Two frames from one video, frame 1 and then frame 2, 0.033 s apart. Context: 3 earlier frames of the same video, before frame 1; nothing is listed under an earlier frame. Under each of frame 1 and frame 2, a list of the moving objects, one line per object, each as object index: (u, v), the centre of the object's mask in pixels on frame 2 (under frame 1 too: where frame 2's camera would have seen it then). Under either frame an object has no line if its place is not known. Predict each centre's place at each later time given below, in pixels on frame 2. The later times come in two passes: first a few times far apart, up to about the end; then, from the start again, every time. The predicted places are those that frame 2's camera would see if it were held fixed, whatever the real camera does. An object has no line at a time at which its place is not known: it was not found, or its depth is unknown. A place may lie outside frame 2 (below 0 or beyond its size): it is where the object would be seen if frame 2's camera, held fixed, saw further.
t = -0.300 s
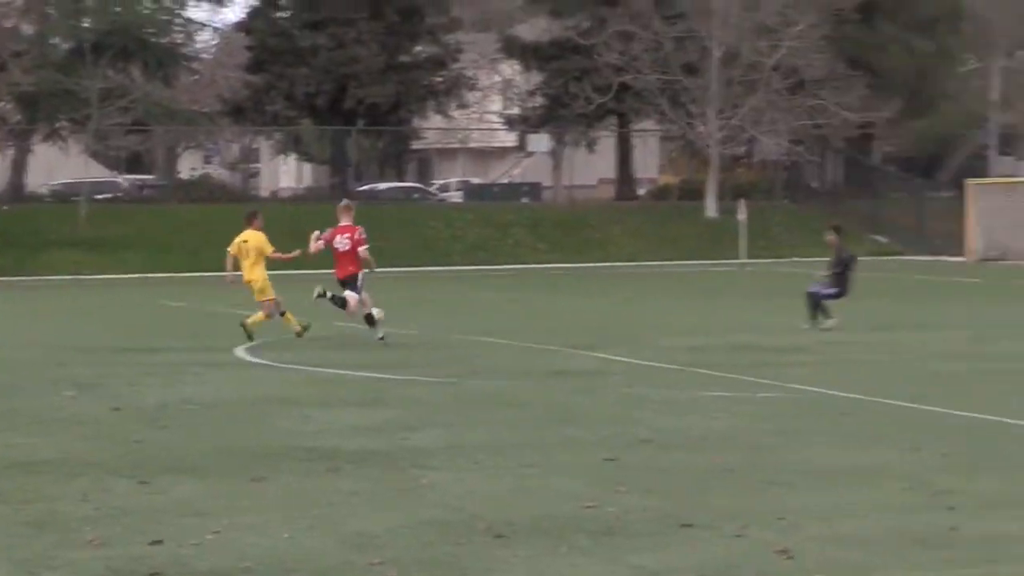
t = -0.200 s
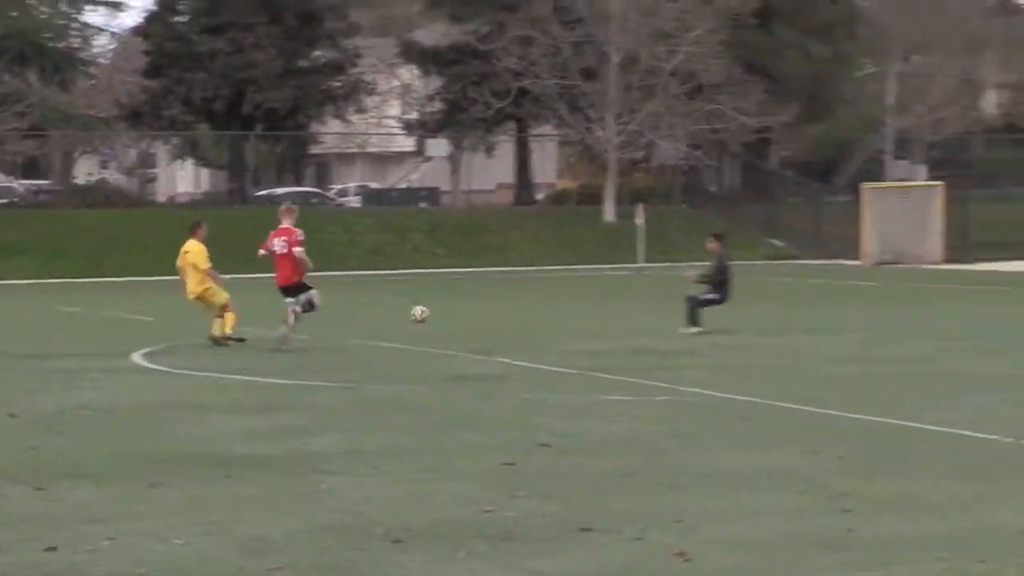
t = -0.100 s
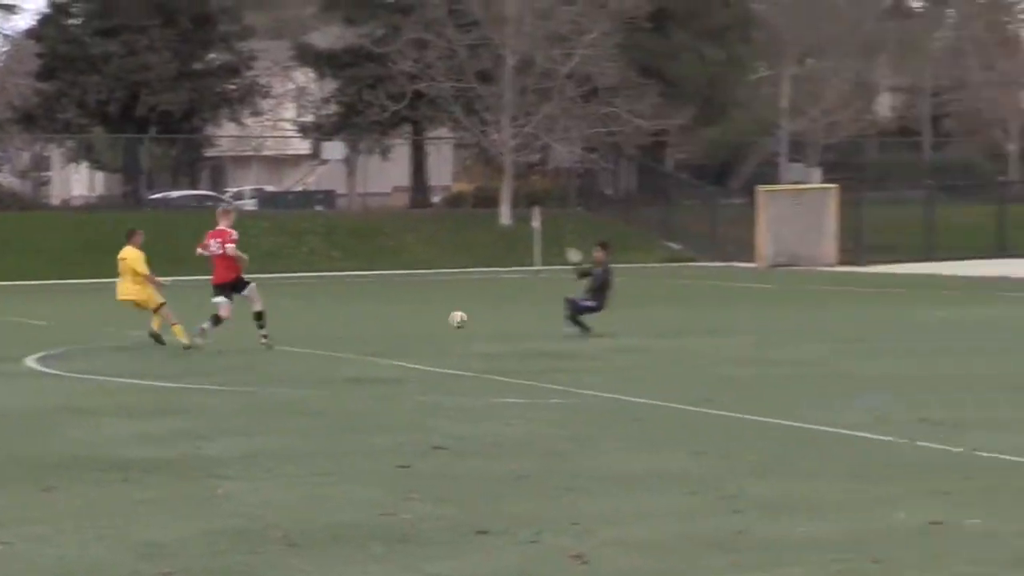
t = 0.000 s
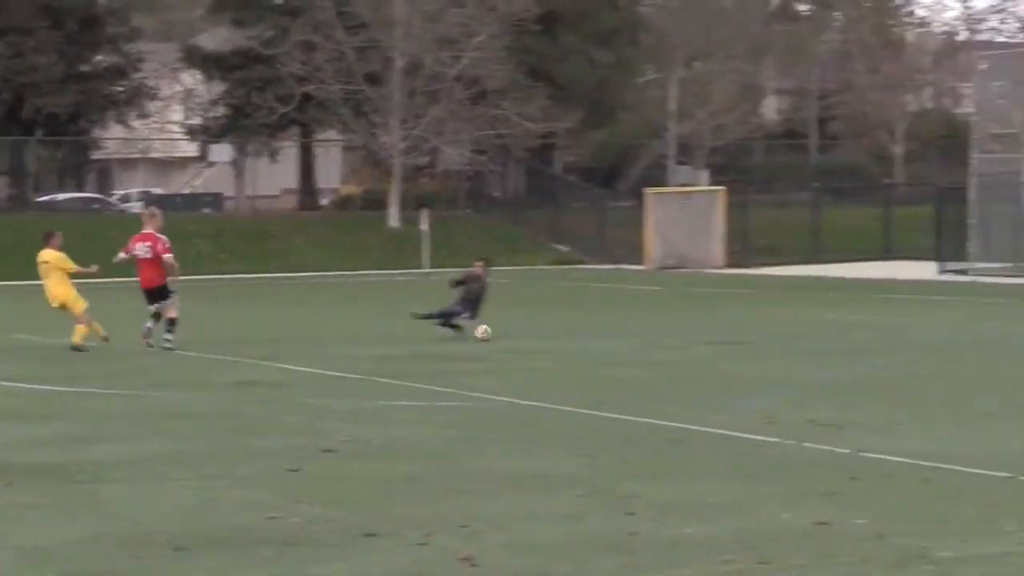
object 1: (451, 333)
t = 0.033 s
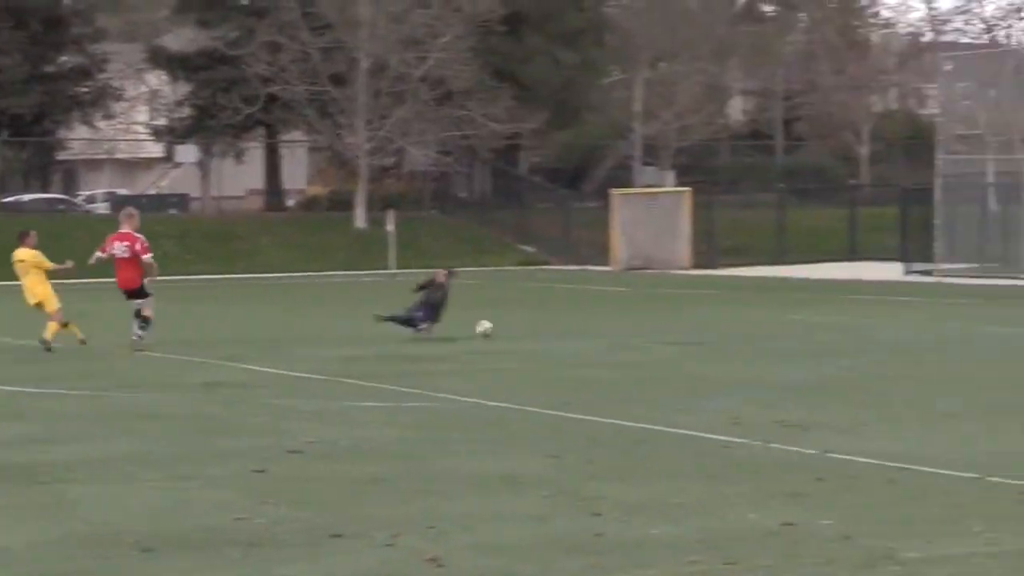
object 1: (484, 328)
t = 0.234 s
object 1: (680, 318)
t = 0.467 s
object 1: (890, 321)
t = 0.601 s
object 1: (1000, 326)
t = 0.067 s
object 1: (516, 324)
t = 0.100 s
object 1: (548, 321)
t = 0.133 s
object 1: (582, 319)
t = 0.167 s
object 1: (615, 317)
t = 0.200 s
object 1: (647, 316)
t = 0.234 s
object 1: (680, 318)
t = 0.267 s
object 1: (711, 319)
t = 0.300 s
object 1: (744, 322)
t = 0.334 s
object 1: (775, 327)
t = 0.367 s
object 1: (806, 329)
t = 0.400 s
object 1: (834, 325)
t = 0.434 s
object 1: (862, 323)
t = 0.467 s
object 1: (890, 321)
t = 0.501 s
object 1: (918, 320)
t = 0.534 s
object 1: (945, 322)
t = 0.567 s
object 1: (972, 323)
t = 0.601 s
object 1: (1000, 326)
